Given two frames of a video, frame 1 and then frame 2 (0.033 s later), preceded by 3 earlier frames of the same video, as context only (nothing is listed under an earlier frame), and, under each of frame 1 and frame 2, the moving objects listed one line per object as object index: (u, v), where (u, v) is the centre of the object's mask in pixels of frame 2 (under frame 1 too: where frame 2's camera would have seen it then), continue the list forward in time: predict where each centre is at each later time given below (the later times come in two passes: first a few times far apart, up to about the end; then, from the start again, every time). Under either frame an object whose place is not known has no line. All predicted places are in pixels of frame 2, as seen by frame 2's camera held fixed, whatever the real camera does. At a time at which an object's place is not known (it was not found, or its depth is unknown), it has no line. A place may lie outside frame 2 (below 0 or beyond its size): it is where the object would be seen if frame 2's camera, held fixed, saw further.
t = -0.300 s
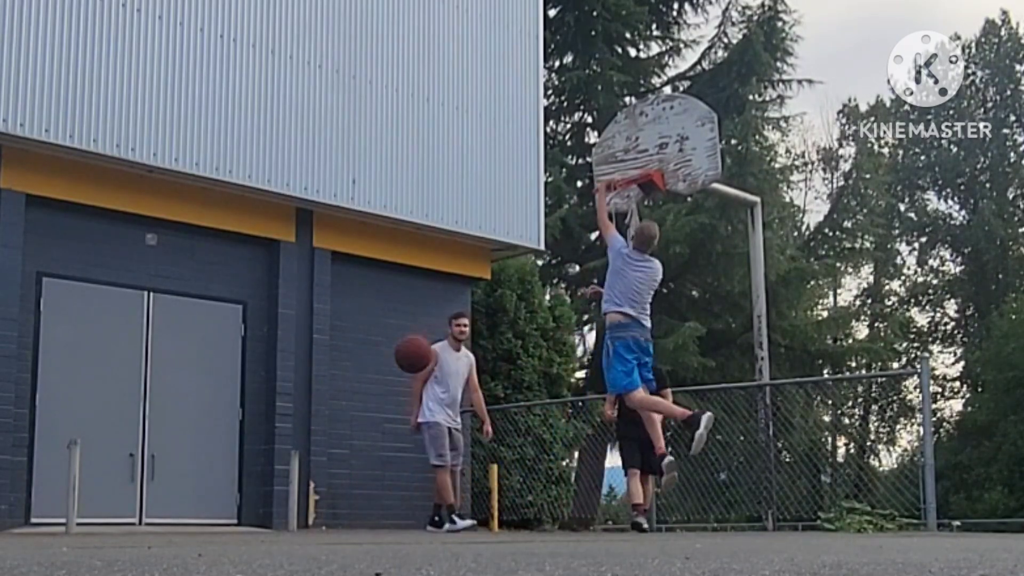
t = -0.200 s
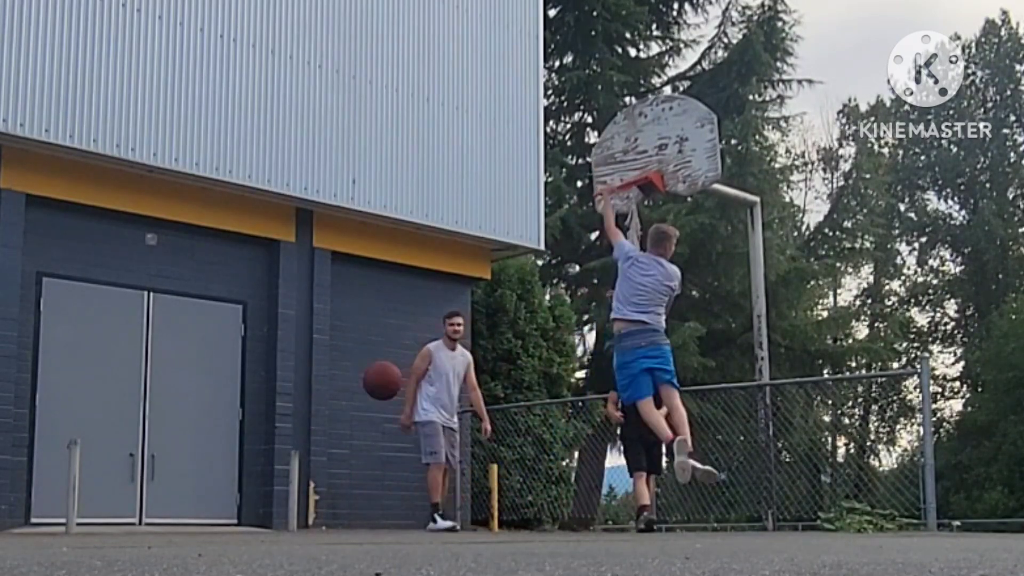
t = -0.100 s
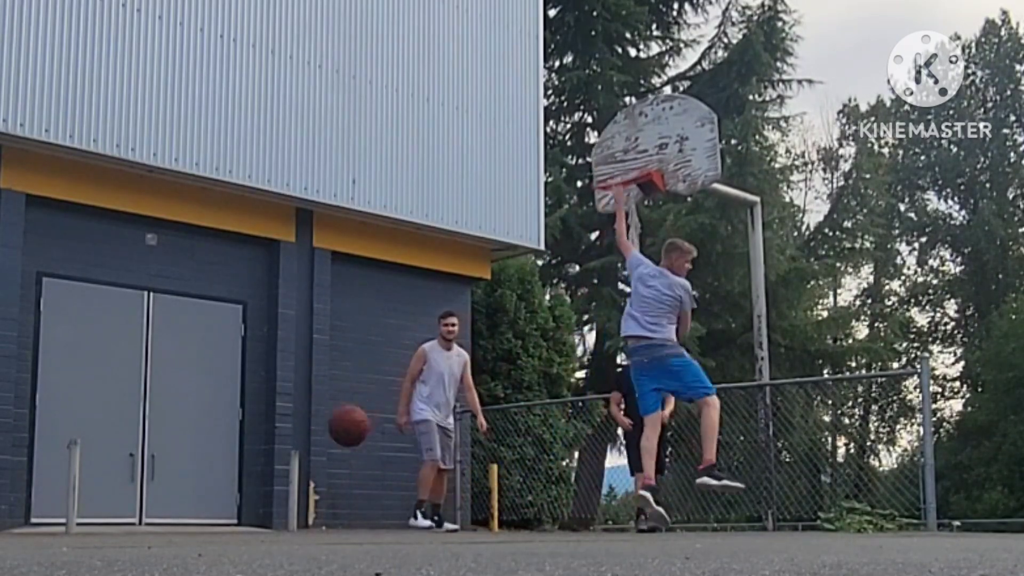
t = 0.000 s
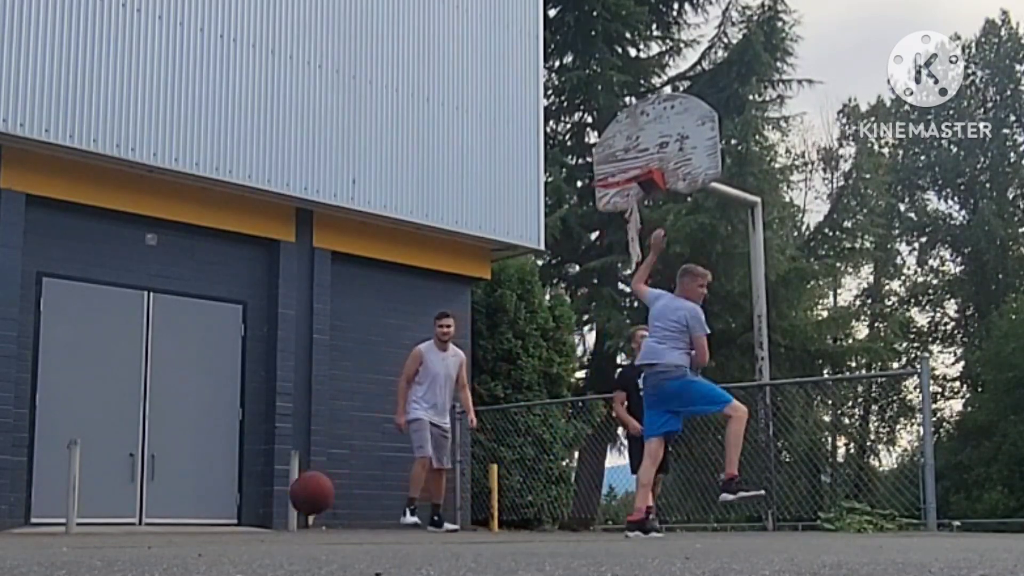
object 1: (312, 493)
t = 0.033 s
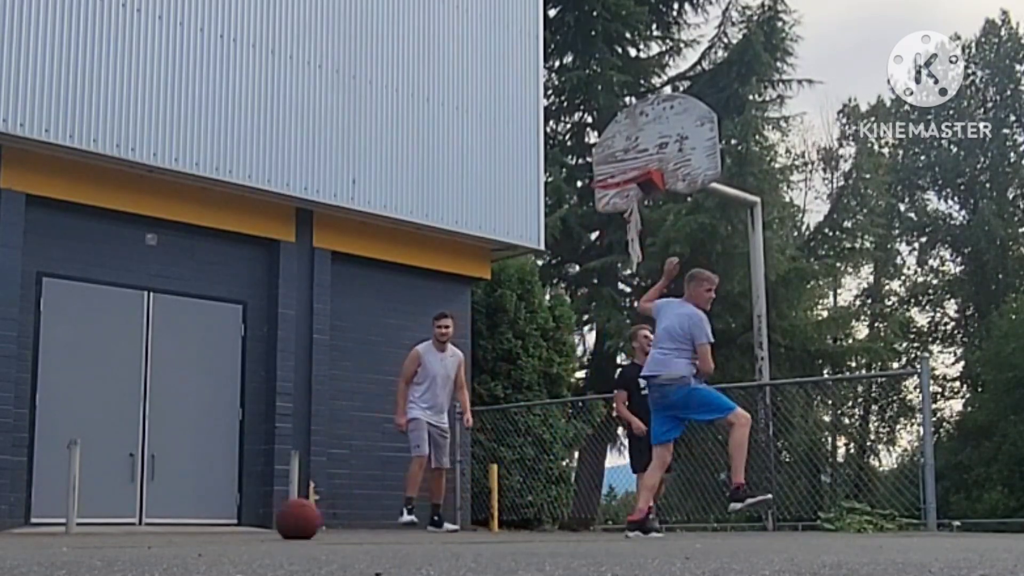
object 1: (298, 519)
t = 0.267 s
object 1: (217, 393)
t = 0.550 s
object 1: (91, 361)
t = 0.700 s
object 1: (17, 416)
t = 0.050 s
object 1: (293, 510)
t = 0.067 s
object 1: (287, 499)
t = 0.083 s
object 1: (282, 488)
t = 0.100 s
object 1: (276, 478)
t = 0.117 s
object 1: (271, 467)
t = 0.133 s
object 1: (265, 457)
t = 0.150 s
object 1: (259, 448)
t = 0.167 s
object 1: (254, 439)
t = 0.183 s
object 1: (248, 430)
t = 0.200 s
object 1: (242, 421)
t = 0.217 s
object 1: (236, 414)
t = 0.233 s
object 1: (229, 407)
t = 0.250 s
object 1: (223, 400)
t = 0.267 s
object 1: (217, 393)
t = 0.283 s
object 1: (210, 387)
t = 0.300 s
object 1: (204, 382)
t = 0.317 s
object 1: (197, 377)
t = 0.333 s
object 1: (190, 372)
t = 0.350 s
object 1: (183, 368)
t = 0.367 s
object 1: (176, 364)
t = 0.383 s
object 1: (170, 361)
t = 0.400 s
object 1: (162, 359)
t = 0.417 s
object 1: (155, 357)
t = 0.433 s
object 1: (148, 355)
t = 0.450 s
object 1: (140, 354)
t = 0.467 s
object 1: (132, 354)
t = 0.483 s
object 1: (124, 354)
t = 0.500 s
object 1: (116, 355)
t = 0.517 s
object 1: (108, 356)
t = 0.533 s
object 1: (100, 358)
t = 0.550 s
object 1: (91, 361)
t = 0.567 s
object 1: (83, 365)
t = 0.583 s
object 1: (74, 369)
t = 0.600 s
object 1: (66, 373)
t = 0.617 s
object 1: (56, 379)
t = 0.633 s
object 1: (47, 385)
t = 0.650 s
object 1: (37, 391)
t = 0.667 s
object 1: (29, 399)
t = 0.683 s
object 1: (23, 407)
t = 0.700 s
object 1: (17, 416)
